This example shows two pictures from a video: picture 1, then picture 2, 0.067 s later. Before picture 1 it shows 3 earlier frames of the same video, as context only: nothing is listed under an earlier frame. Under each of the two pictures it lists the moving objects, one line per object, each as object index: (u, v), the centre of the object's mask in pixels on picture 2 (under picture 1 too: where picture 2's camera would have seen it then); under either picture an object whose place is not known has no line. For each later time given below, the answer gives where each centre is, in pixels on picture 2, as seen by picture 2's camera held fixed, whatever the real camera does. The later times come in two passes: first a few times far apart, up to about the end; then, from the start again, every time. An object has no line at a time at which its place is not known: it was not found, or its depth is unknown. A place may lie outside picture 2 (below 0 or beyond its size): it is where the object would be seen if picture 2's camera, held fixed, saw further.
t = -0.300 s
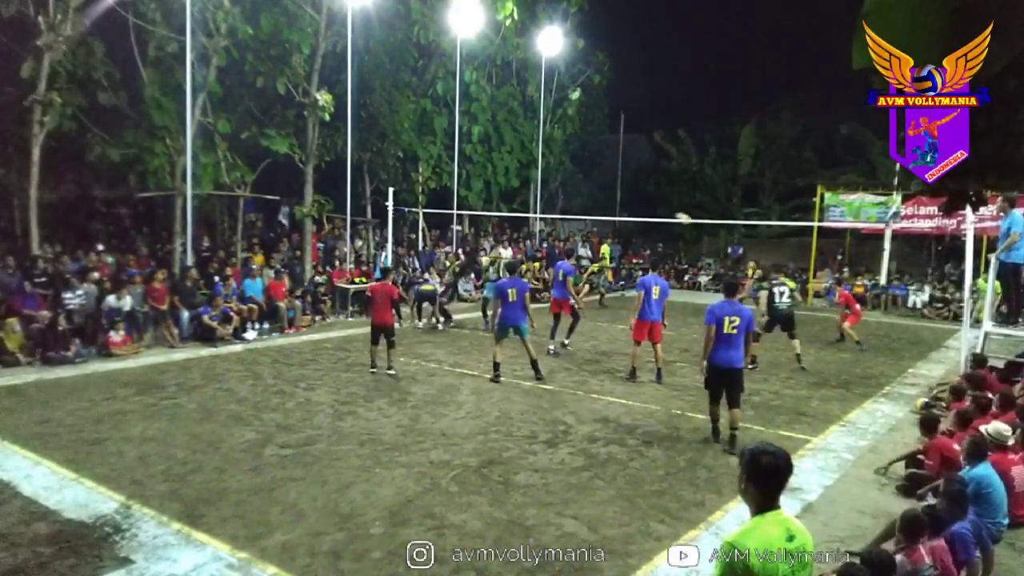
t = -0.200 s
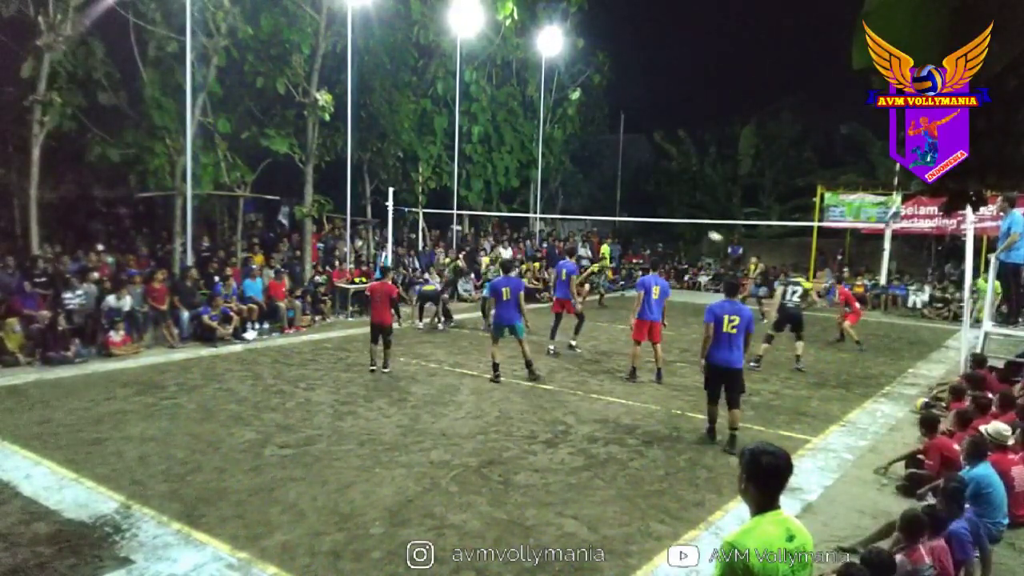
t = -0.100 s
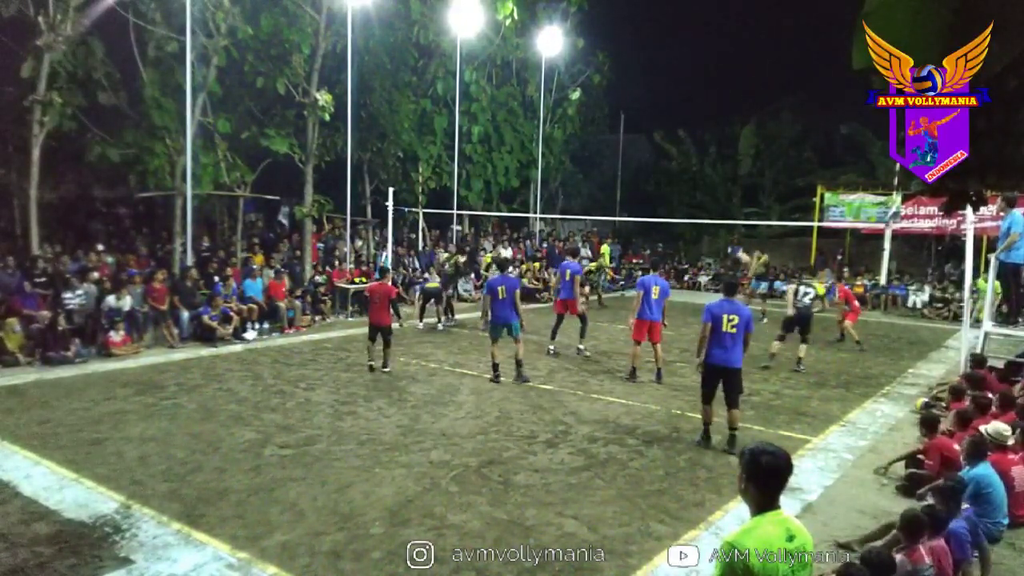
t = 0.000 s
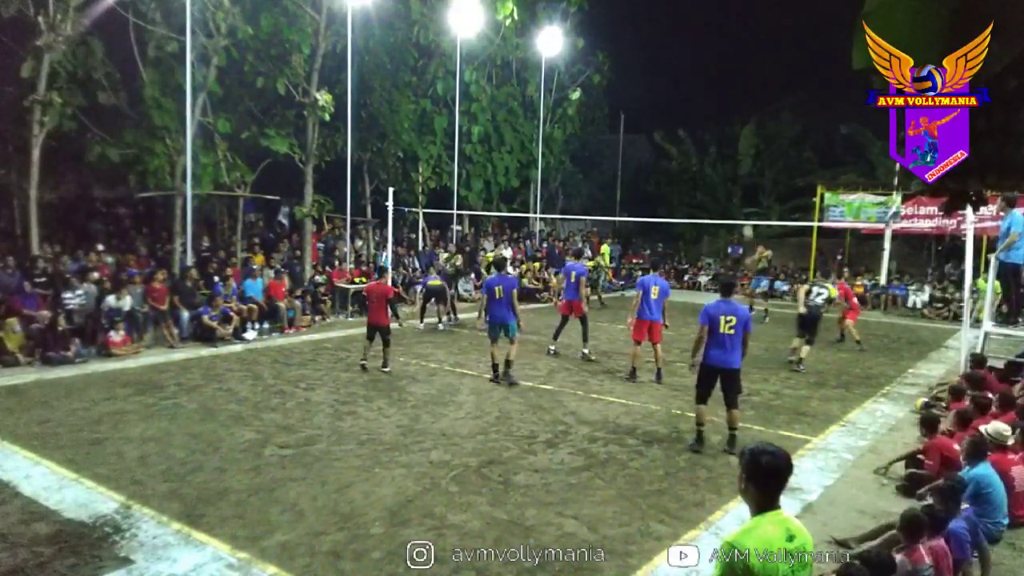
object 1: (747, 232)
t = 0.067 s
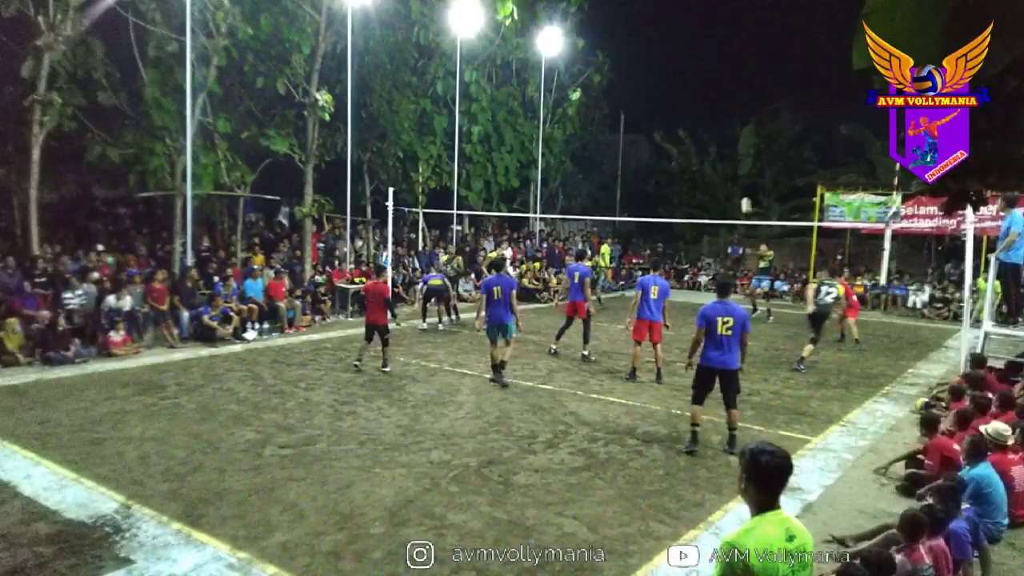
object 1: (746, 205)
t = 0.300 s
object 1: (740, 125)
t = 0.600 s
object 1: (732, 53)
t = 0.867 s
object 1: (723, 22)
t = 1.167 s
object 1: (712, 24)
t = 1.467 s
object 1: (697, 68)
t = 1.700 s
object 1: (684, 133)
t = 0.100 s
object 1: (745, 192)
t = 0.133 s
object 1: (744, 179)
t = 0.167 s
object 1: (743, 168)
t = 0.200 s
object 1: (742, 157)
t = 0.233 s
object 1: (742, 146)
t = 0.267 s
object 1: (741, 135)
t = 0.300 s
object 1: (740, 125)
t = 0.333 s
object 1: (739, 116)
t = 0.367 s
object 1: (738, 106)
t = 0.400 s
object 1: (737, 97)
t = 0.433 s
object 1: (736, 90)
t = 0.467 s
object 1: (735, 81)
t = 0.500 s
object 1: (734, 73)
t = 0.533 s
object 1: (734, 67)
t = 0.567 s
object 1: (733, 60)
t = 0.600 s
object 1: (732, 53)
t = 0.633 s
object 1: (731, 48)
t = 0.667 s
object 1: (730, 43)
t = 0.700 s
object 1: (729, 38)
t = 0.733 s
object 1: (727, 34)
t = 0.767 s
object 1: (726, 30)
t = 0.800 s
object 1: (725, 27)
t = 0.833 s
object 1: (724, 24)
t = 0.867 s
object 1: (723, 22)
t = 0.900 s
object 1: (722, 20)
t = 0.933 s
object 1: (721, 19)
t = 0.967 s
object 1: (720, 18)
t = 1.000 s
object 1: (718, 18)
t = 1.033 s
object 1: (717, 18)
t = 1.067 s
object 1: (716, 19)
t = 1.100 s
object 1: (714, 20)
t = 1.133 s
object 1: (713, 22)
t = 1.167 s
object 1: (712, 24)
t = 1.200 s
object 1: (710, 27)
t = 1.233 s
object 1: (708, 30)
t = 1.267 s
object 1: (707, 34)
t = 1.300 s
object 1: (705, 39)
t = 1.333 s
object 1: (704, 43)
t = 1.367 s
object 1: (702, 49)
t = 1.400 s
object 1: (700, 55)
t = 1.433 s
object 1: (699, 62)
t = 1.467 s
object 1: (697, 68)
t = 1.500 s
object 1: (695, 77)
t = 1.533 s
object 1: (693, 85)
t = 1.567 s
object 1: (691, 93)
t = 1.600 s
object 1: (690, 103)
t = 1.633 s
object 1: (688, 112)
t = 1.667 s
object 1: (686, 122)
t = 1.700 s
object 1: (684, 133)
